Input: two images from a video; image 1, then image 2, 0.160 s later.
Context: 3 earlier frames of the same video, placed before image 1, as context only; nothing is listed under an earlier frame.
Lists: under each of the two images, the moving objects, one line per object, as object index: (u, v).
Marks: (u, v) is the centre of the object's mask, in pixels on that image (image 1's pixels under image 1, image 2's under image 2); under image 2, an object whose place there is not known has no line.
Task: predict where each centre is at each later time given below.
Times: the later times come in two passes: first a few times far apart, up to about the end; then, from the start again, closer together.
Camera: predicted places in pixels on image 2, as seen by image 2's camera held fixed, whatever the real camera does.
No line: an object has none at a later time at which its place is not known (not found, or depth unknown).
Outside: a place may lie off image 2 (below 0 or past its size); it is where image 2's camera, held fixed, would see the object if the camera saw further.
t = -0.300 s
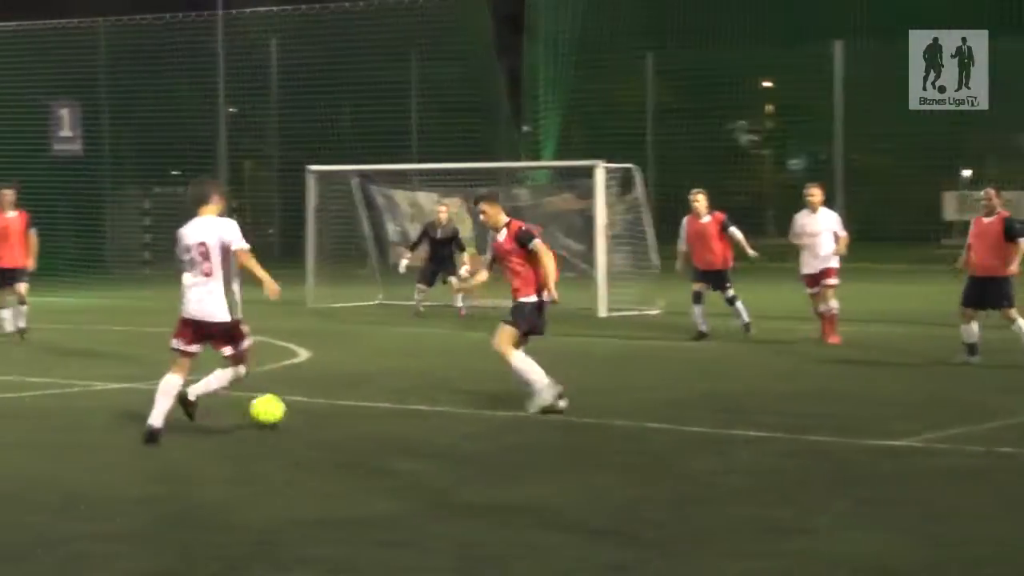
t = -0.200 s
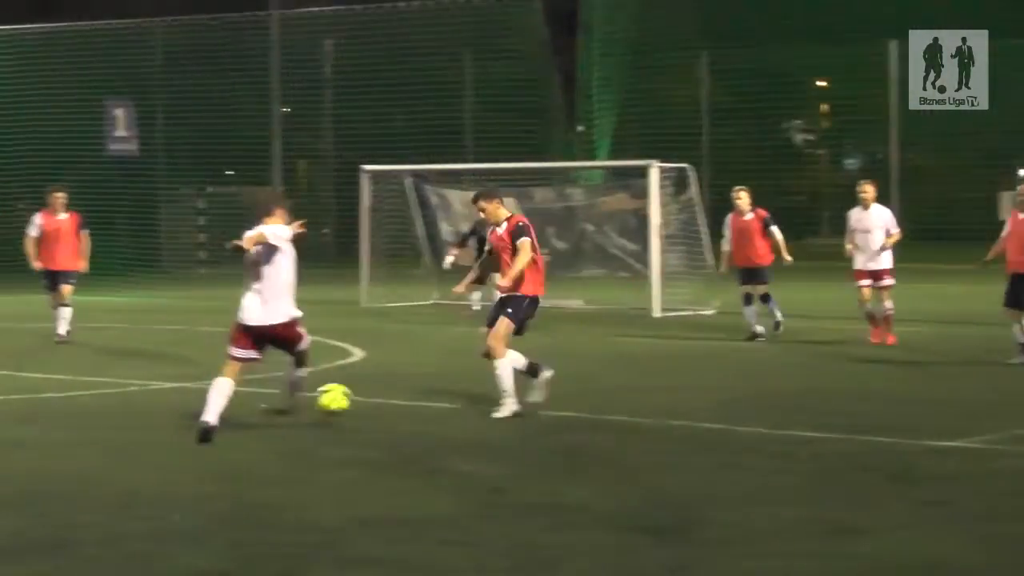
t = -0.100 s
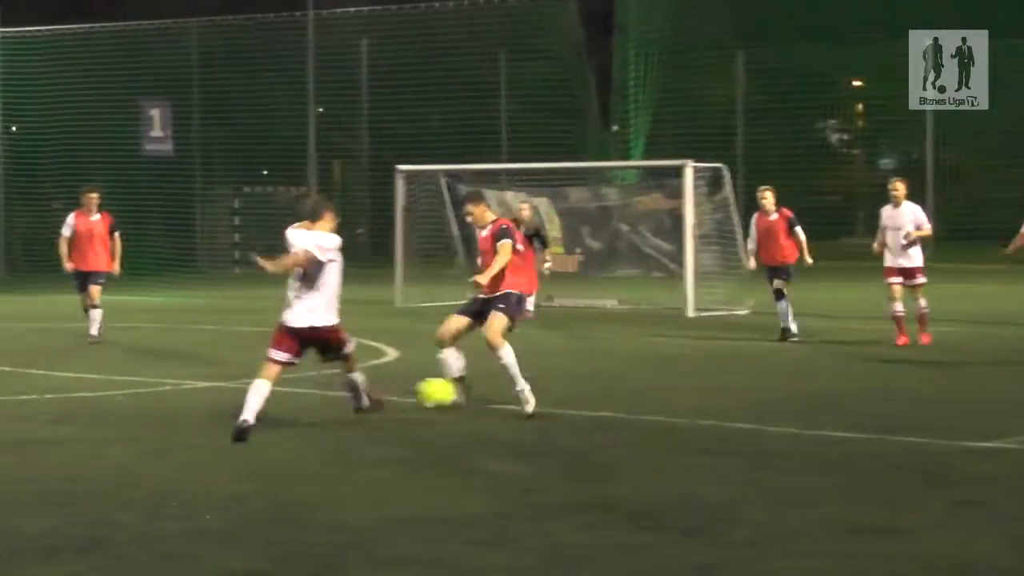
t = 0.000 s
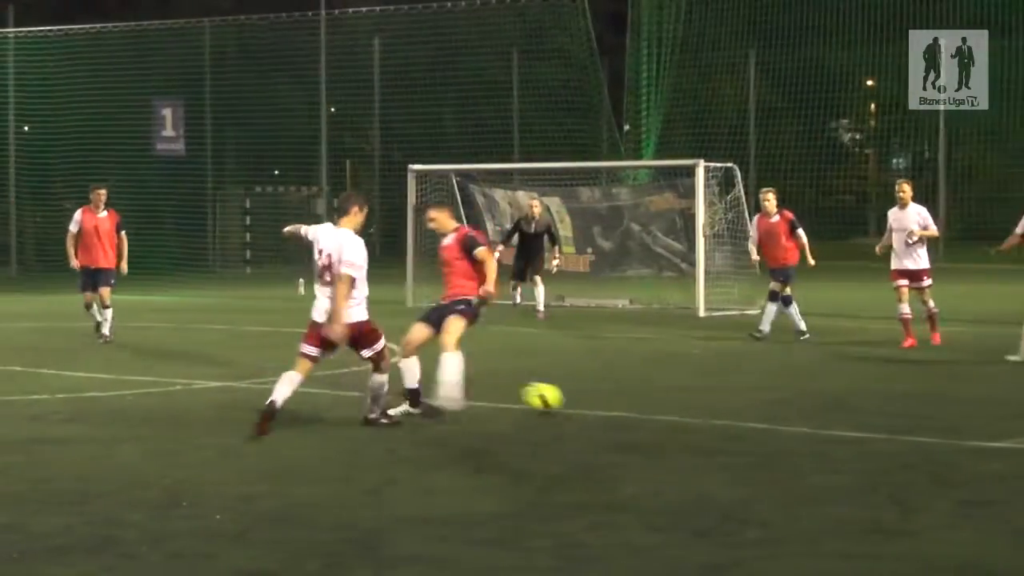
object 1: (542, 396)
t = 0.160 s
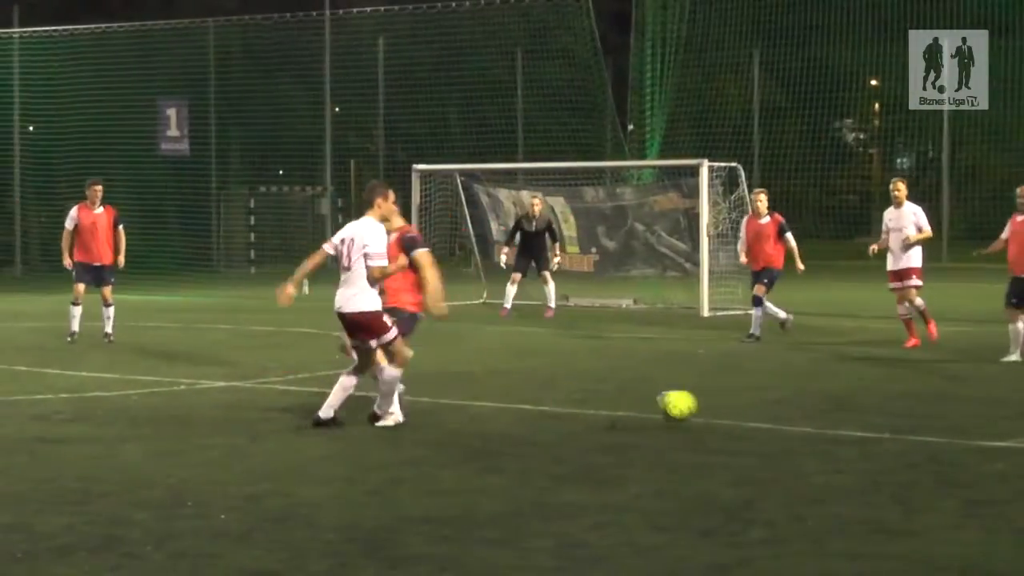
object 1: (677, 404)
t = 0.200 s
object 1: (705, 405)
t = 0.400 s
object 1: (842, 412)
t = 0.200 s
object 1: (705, 405)
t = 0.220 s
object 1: (719, 405)
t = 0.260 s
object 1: (748, 408)
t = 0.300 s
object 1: (777, 415)
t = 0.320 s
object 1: (790, 416)
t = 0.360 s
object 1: (817, 412)
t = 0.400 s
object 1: (842, 412)
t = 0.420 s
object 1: (856, 413)
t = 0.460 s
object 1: (877, 417)
